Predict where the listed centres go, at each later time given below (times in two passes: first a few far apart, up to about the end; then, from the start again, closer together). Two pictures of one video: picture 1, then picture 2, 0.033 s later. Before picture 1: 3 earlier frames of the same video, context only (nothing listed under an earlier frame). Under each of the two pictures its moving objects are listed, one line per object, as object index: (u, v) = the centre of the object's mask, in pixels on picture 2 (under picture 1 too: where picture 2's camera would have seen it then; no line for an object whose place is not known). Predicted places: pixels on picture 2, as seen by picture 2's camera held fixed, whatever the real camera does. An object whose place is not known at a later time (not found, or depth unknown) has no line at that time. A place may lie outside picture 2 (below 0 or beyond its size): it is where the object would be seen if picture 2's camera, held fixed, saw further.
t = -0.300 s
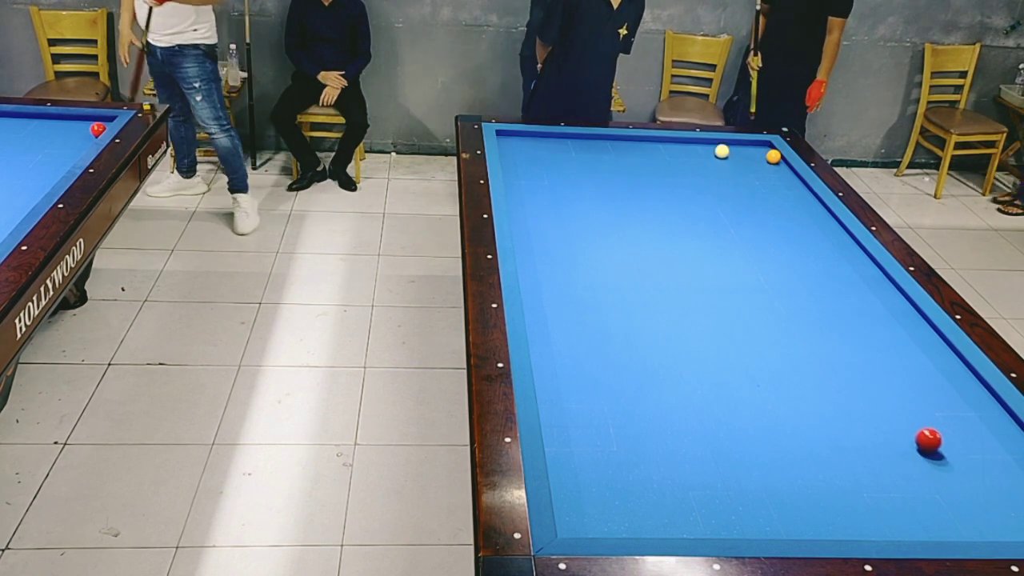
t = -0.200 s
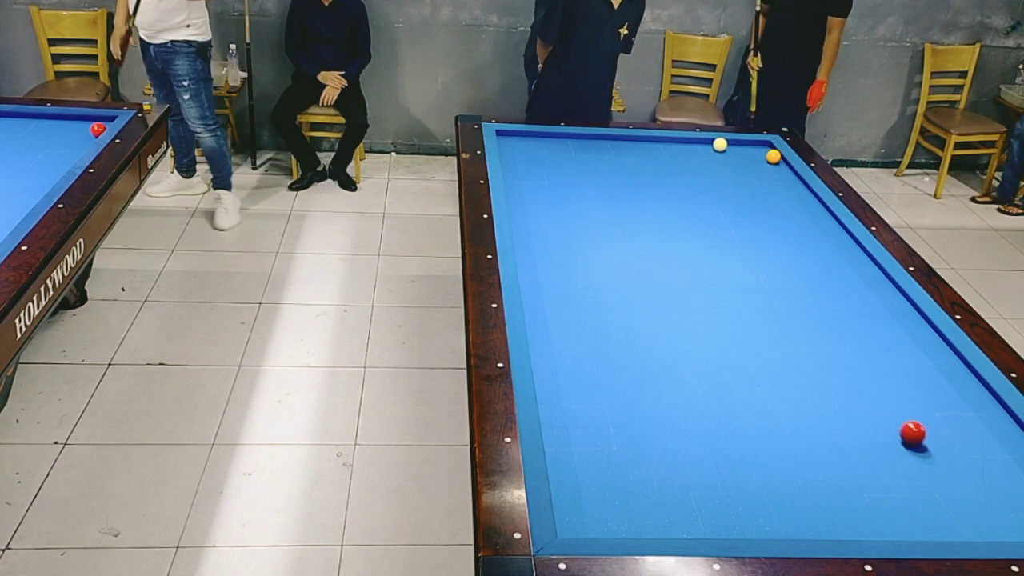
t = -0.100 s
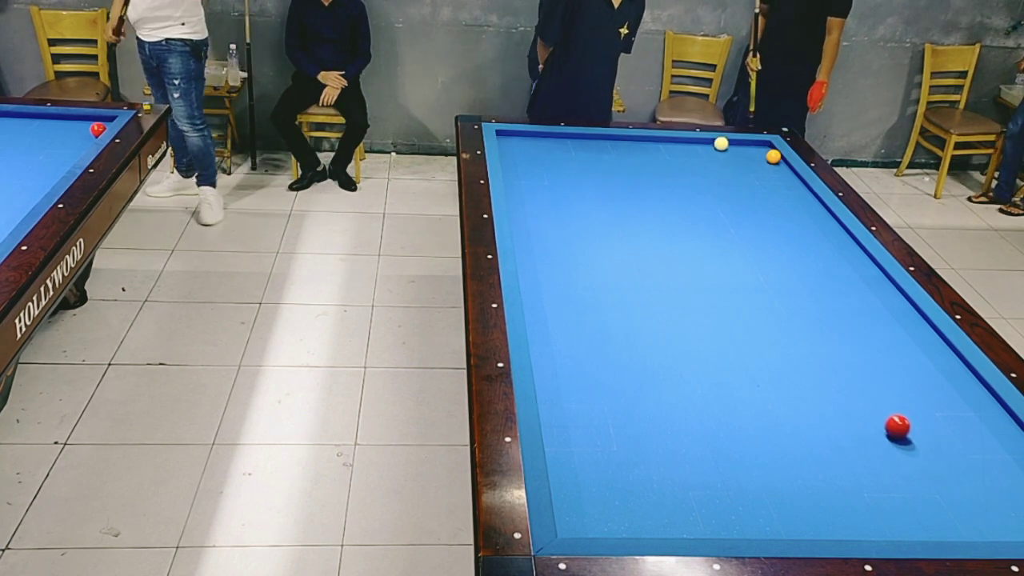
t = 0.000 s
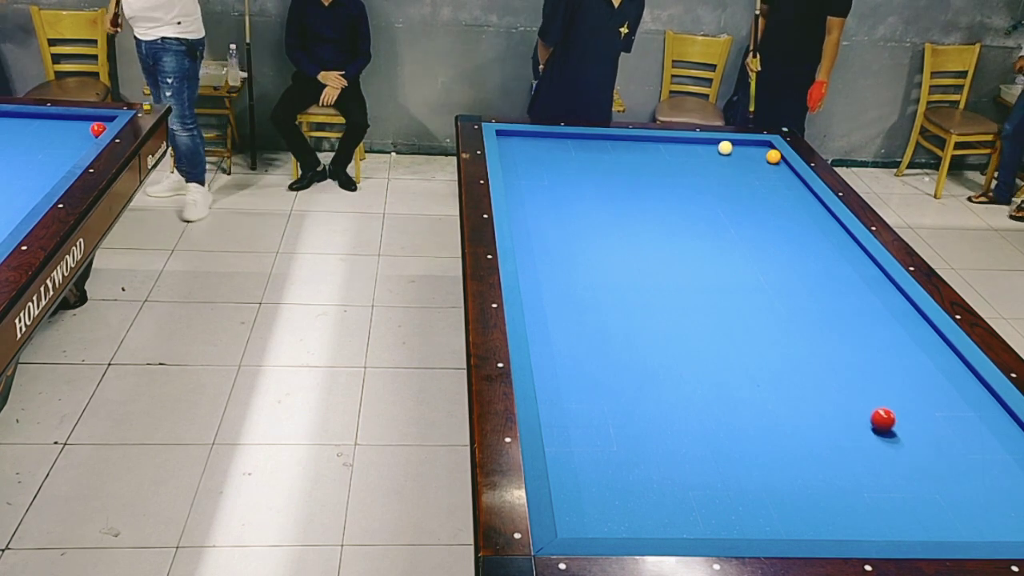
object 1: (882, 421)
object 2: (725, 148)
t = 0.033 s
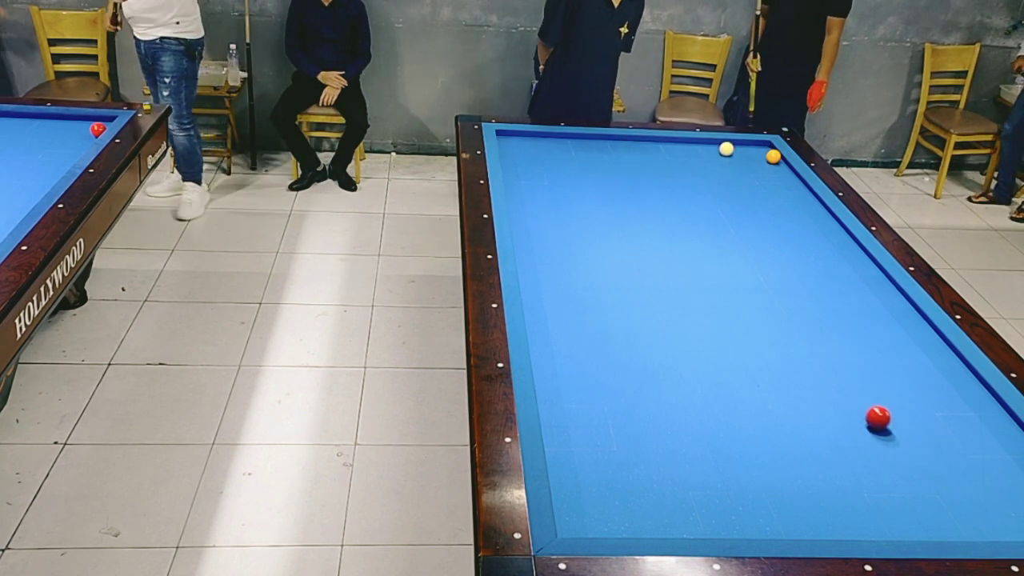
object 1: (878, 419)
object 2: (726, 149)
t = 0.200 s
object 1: (854, 408)
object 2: (733, 156)
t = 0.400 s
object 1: (828, 397)
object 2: (741, 163)
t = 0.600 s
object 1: (802, 385)
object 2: (749, 171)
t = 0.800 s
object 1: (778, 375)
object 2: (757, 179)
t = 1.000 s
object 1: (755, 365)
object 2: (765, 187)
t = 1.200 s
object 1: (734, 355)
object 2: (773, 196)
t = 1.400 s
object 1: (713, 346)
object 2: (781, 204)
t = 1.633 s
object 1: (691, 336)
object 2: (791, 214)
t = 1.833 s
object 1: (672, 328)
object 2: (799, 223)
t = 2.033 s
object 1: (655, 321)
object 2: (808, 232)
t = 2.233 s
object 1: (638, 314)
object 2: (816, 241)
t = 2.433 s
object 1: (622, 306)
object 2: (825, 250)
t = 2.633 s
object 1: (607, 300)
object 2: (833, 259)
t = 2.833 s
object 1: (592, 294)
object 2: (842, 268)
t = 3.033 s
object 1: (579, 287)
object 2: (851, 278)
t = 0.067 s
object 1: (873, 416)
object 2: (727, 150)
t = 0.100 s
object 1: (868, 414)
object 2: (729, 152)
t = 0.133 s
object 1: (864, 412)
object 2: (730, 153)
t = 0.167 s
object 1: (859, 410)
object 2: (731, 154)
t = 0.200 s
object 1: (854, 408)
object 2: (733, 156)
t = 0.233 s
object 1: (850, 406)
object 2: (734, 157)
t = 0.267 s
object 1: (845, 404)
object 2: (735, 158)
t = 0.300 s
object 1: (841, 402)
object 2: (736, 159)
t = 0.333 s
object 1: (836, 400)
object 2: (738, 161)
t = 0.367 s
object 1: (832, 398)
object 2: (739, 162)
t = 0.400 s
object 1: (828, 397)
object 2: (741, 163)
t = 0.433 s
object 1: (823, 395)
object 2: (742, 164)
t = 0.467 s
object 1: (819, 392)
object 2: (743, 166)
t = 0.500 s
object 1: (815, 391)
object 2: (745, 167)
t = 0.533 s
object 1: (810, 389)
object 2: (746, 168)
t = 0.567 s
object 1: (806, 387)
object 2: (747, 170)
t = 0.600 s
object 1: (802, 385)
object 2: (749, 171)
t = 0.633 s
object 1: (798, 383)
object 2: (750, 172)
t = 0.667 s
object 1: (794, 382)
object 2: (751, 174)
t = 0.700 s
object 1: (790, 380)
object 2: (753, 175)
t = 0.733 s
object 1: (786, 378)
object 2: (754, 177)
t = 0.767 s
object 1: (782, 376)
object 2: (755, 178)
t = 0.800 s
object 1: (778, 375)
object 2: (757, 179)
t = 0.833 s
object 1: (774, 373)
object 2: (758, 181)
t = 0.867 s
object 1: (770, 371)
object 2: (759, 182)
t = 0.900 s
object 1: (767, 369)
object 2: (761, 183)
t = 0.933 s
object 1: (763, 368)
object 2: (762, 185)
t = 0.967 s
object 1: (759, 366)
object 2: (763, 186)
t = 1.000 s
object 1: (755, 365)
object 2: (765, 187)
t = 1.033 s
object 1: (752, 363)
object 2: (766, 189)
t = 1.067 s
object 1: (748, 362)
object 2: (767, 190)
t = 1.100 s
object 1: (744, 360)
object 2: (769, 191)
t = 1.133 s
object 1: (741, 358)
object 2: (770, 193)
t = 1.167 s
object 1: (737, 357)
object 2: (772, 194)
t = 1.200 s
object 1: (734, 355)
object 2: (773, 196)
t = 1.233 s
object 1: (730, 354)
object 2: (774, 197)
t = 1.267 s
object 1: (727, 352)
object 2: (776, 199)
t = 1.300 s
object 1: (723, 351)
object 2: (777, 200)
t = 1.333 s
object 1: (720, 349)
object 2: (779, 201)
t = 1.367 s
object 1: (716, 348)
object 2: (780, 203)
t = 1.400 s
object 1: (713, 346)
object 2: (781, 204)
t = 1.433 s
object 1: (710, 345)
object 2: (782, 206)
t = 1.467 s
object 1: (706, 344)
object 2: (784, 207)
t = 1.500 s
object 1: (703, 342)
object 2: (785, 208)
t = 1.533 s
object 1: (700, 340)
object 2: (787, 210)
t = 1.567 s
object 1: (693, 338)
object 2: (790, 213)
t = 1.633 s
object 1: (691, 336)
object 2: (791, 214)
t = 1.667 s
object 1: (687, 335)
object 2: (792, 216)
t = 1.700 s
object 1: (684, 333)
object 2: (794, 217)
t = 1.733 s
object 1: (681, 332)
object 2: (795, 219)
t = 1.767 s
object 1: (678, 331)
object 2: (796, 220)
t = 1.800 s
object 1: (675, 330)
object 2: (798, 221)
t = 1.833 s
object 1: (672, 328)
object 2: (799, 223)
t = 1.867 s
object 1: (669, 327)
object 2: (801, 224)
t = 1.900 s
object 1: (666, 326)
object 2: (802, 226)
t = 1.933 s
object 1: (663, 325)
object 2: (803, 227)
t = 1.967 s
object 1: (661, 324)
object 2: (805, 229)
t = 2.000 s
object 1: (657, 322)
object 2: (806, 230)
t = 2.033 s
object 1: (655, 321)
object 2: (808, 232)
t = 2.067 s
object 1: (652, 319)
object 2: (809, 233)
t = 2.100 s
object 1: (649, 318)
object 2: (811, 235)
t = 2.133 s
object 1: (646, 317)
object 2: (812, 236)
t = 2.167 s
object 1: (643, 316)
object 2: (813, 238)
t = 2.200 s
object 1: (641, 315)
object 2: (815, 239)
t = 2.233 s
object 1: (638, 314)
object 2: (816, 241)
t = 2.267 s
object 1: (635, 312)
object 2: (818, 242)
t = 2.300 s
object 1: (633, 311)
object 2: (819, 244)
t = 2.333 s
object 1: (630, 310)
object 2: (821, 245)
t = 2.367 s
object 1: (627, 309)
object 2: (822, 247)
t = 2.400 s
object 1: (625, 308)
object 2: (823, 248)
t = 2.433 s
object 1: (622, 306)
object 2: (825, 250)
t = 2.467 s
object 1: (619, 305)
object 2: (826, 251)
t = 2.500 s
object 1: (617, 304)
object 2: (828, 253)
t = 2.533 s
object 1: (614, 303)
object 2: (829, 254)
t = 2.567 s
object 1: (612, 302)
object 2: (830, 256)
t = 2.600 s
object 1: (609, 301)
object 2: (832, 257)
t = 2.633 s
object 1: (607, 300)
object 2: (833, 259)
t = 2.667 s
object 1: (604, 299)
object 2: (835, 260)
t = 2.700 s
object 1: (602, 298)
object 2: (836, 262)
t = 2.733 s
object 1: (600, 297)
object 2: (838, 264)
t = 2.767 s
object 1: (597, 295)
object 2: (839, 265)
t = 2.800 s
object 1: (595, 295)
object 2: (841, 267)
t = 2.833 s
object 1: (592, 294)
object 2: (842, 268)
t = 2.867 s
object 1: (590, 293)
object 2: (844, 270)
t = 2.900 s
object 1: (588, 292)
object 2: (845, 271)
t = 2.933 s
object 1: (585, 291)
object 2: (846, 273)
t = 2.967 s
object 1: (583, 289)
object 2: (848, 275)
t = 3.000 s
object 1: (581, 288)
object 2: (850, 276)
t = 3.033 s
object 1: (579, 287)
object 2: (851, 278)
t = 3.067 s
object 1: (576, 286)
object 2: (853, 279)
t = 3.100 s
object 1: (574, 286)
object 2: (854, 281)
